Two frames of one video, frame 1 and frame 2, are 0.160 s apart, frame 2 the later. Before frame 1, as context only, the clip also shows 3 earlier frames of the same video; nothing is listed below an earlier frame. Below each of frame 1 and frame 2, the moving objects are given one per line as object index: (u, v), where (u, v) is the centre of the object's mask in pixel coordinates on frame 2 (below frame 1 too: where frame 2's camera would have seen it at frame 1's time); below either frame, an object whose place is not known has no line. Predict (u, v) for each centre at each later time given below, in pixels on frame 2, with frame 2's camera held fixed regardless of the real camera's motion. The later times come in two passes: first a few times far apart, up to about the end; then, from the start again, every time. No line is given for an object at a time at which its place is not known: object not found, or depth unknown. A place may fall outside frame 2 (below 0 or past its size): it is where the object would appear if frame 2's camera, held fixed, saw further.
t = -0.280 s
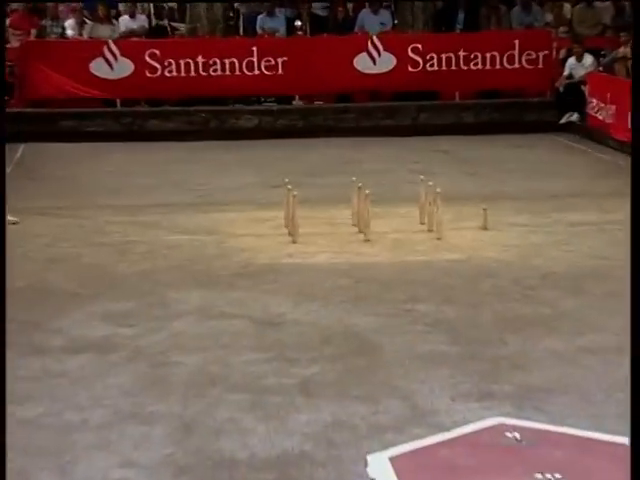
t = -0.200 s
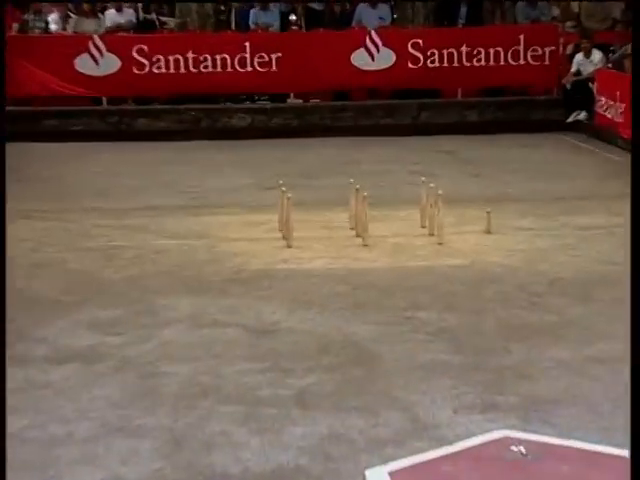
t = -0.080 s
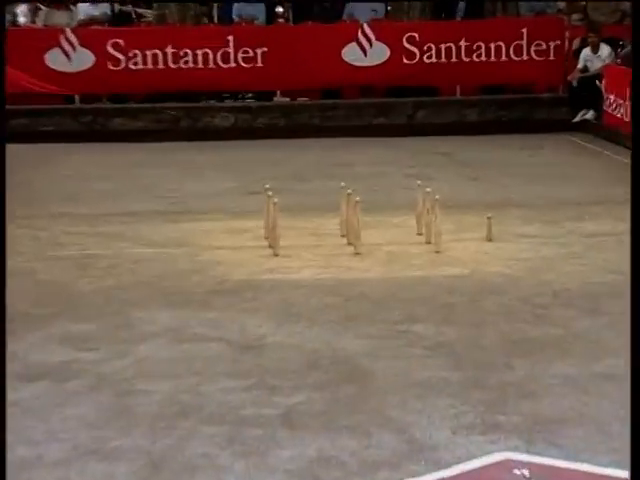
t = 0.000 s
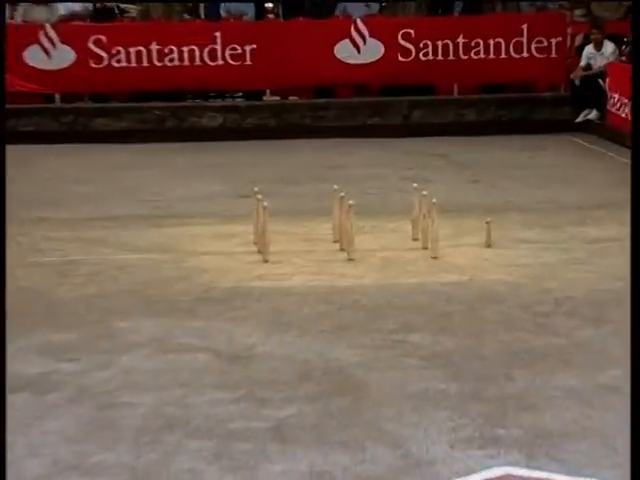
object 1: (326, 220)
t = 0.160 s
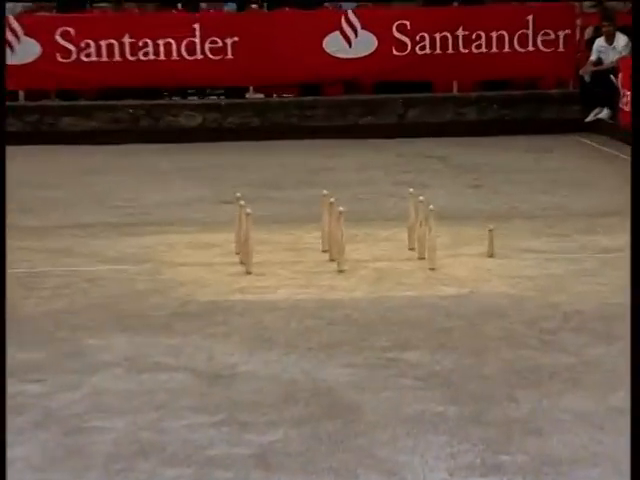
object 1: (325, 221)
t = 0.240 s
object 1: (324, 222)
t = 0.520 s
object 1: (324, 224)
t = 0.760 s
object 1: (322, 216)
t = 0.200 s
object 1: (324, 221)
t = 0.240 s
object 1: (324, 222)
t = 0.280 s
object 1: (324, 222)
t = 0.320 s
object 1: (324, 224)
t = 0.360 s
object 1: (324, 223)
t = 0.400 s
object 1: (324, 223)
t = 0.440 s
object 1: (324, 224)
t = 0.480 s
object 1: (324, 224)
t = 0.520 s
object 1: (324, 224)
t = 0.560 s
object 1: (324, 225)
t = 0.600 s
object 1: (324, 225)
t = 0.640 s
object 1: (323, 217)
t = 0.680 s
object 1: (323, 216)
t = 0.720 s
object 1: (323, 213)
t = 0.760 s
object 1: (322, 216)
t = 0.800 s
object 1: (322, 224)
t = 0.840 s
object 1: (322, 224)
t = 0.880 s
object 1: (321, 225)
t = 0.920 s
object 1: (317, 225)
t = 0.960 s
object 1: (310, 226)
